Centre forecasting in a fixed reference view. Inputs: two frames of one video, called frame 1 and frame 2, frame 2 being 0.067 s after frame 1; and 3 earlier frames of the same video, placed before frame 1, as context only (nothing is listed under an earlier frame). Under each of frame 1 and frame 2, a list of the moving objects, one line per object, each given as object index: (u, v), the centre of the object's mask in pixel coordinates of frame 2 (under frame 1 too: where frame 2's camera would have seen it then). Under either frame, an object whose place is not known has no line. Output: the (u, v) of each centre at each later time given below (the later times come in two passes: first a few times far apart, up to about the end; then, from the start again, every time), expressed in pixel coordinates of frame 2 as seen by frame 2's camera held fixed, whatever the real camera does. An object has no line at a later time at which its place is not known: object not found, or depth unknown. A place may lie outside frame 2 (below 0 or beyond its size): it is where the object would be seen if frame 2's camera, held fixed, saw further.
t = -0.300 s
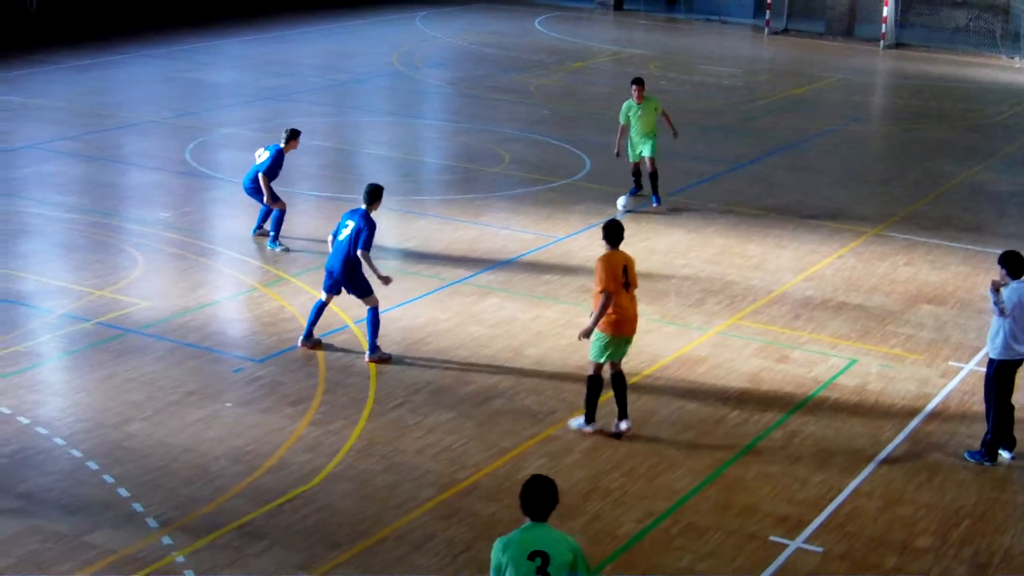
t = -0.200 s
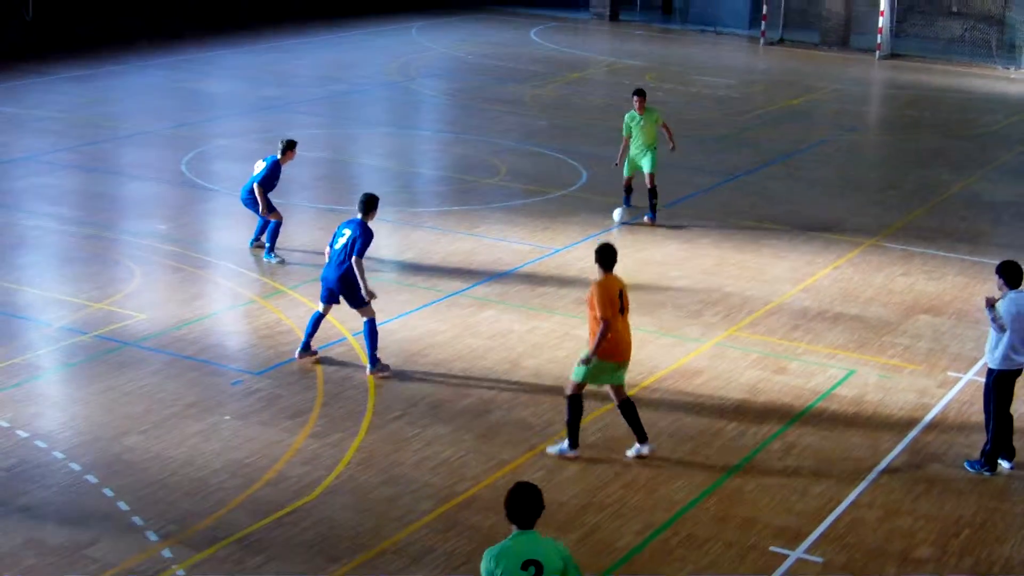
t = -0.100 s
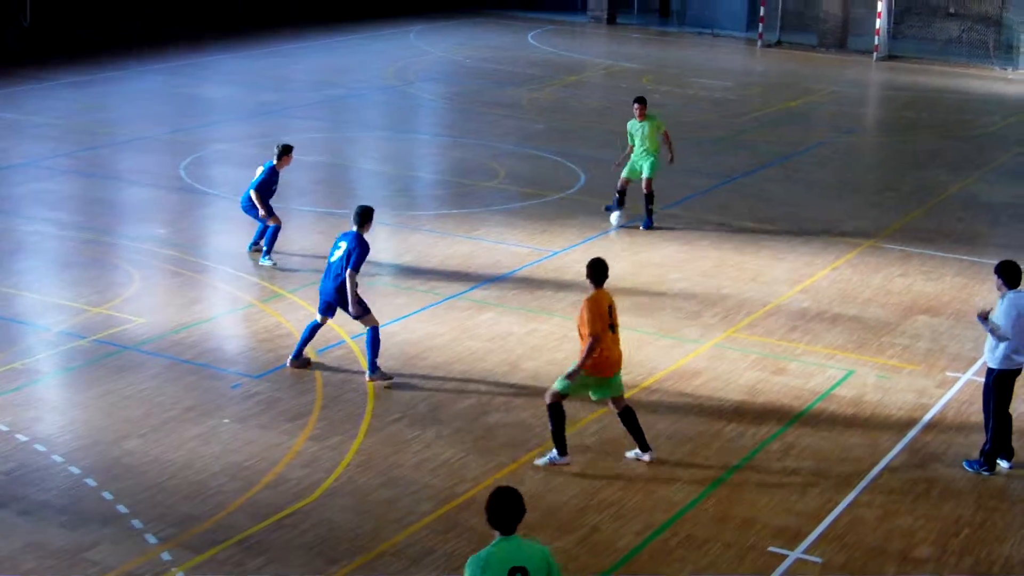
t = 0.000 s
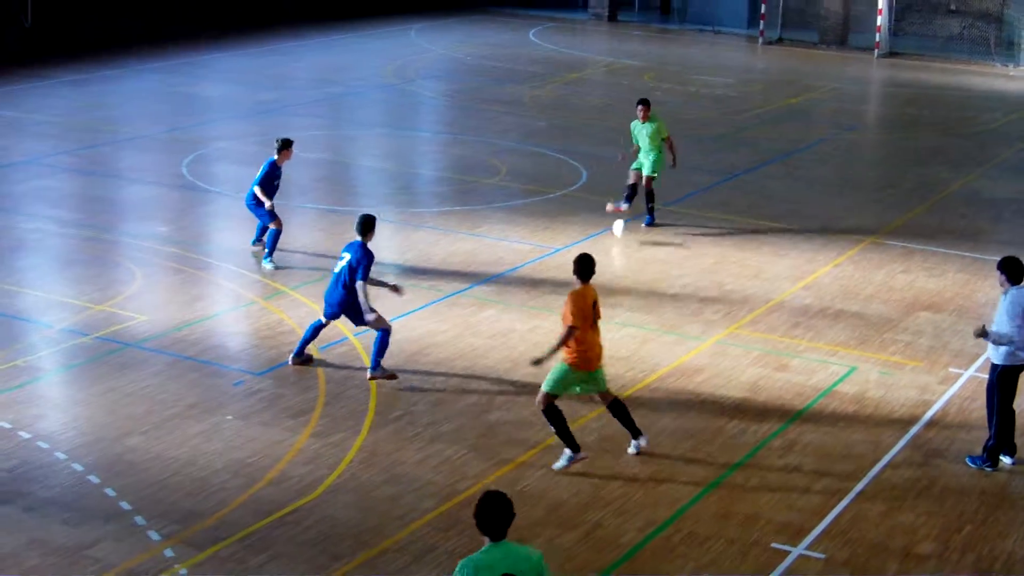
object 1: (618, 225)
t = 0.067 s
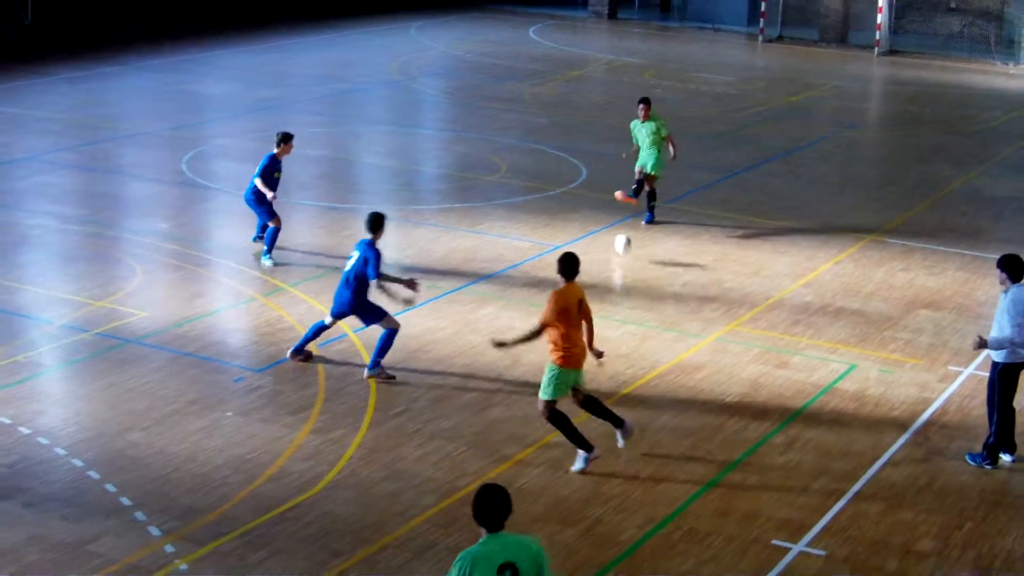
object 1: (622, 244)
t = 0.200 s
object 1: (625, 299)
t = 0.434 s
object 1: (632, 401)
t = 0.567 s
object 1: (636, 472)
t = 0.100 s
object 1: (624, 255)
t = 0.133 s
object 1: (626, 267)
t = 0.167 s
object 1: (626, 284)
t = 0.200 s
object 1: (625, 299)
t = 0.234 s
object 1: (627, 312)
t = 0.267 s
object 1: (629, 323)
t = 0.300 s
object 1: (630, 337)
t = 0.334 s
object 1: (631, 353)
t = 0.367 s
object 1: (632, 369)
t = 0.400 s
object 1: (633, 383)
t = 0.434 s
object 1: (632, 401)
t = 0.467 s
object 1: (634, 416)
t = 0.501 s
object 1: (636, 432)
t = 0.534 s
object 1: (636, 450)
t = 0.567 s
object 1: (636, 472)
